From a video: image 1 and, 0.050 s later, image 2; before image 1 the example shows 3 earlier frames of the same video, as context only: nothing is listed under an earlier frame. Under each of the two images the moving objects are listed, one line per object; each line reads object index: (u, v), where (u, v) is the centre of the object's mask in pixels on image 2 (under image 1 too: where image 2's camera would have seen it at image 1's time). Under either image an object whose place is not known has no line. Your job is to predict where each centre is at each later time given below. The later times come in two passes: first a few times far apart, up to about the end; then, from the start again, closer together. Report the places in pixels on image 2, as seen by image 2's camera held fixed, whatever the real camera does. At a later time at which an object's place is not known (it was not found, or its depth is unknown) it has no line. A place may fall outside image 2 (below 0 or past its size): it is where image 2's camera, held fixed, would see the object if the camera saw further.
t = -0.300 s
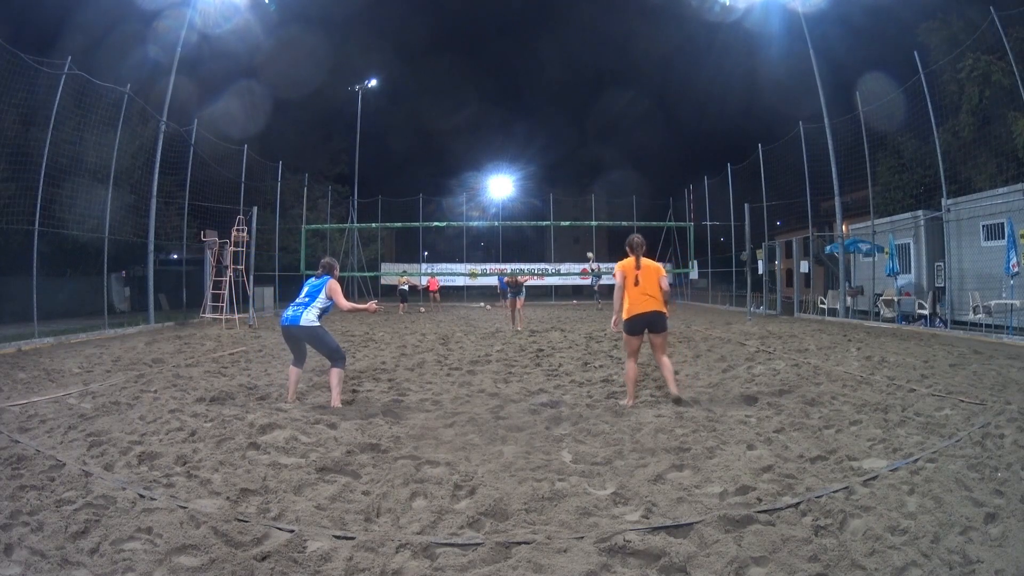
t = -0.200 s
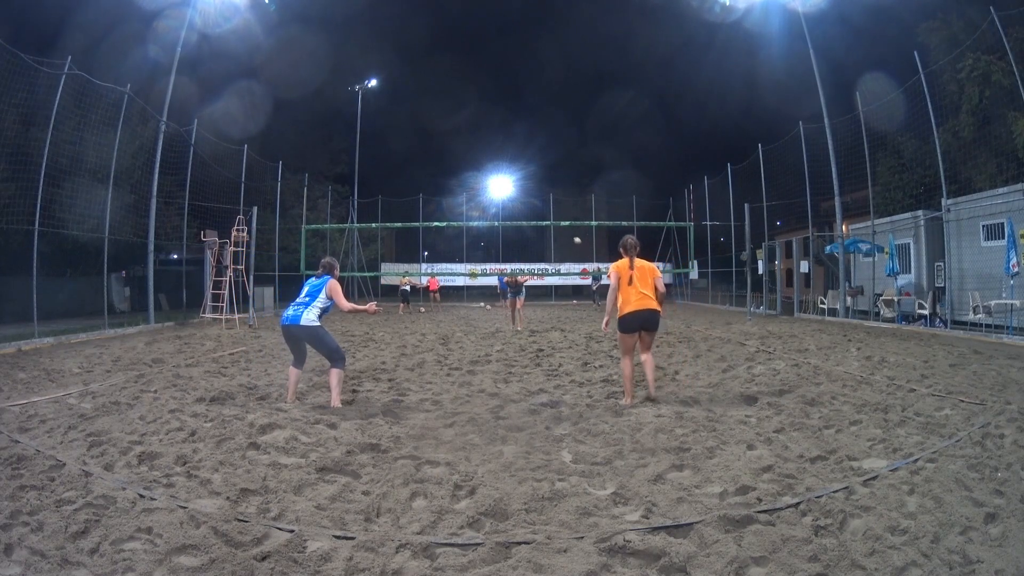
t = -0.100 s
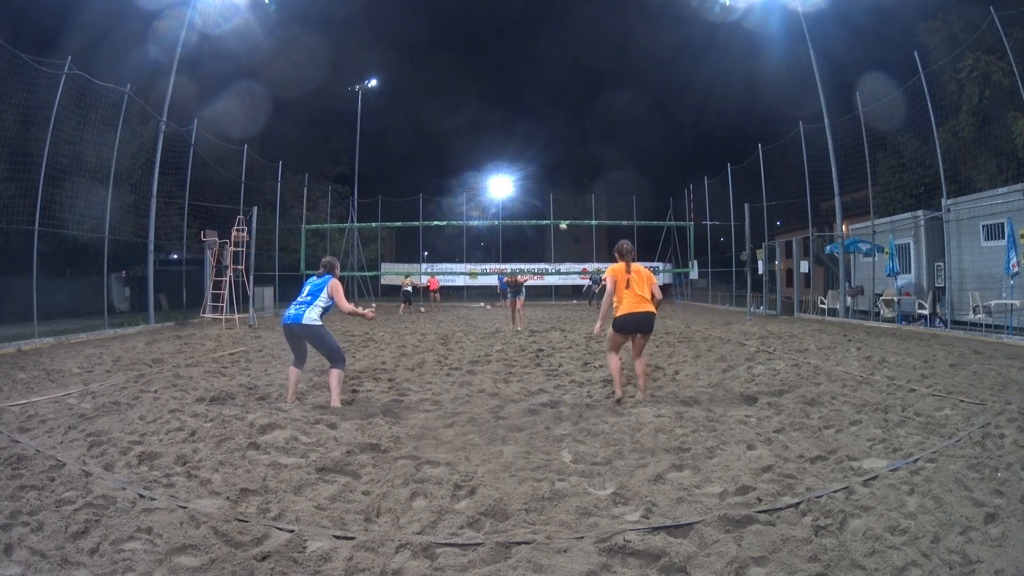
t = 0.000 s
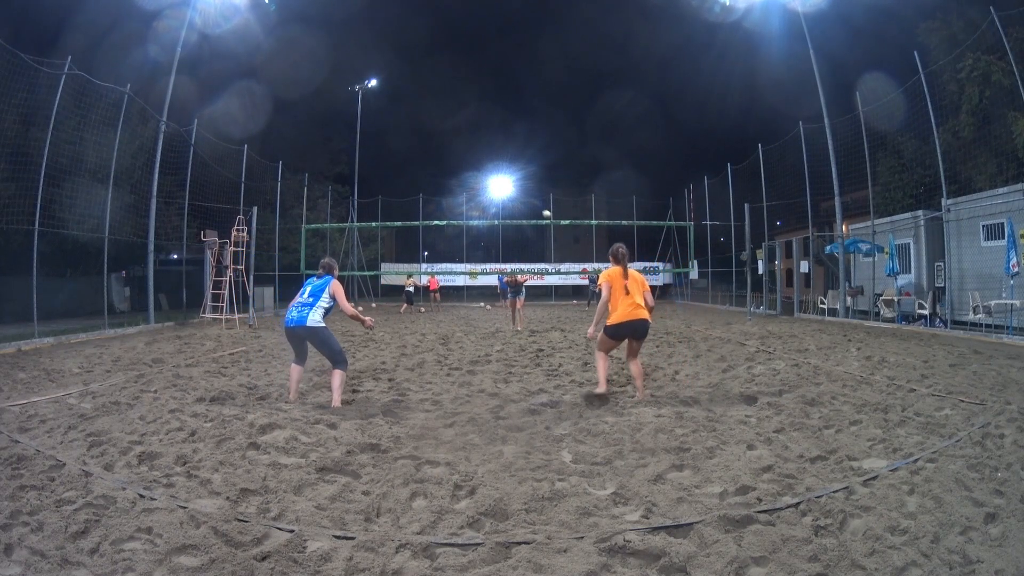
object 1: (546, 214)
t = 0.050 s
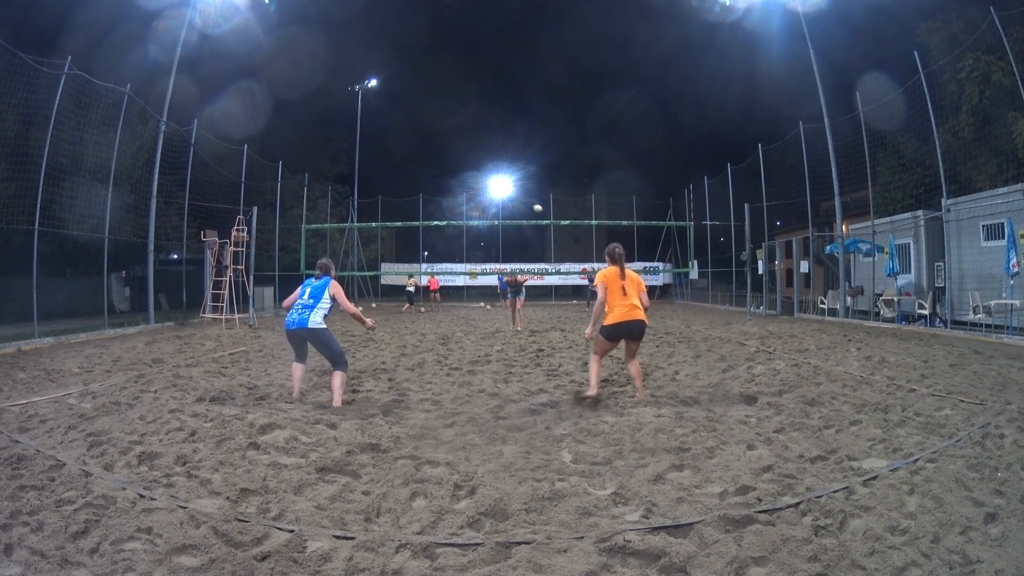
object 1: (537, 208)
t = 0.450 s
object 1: (441, 190)
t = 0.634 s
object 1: (379, 207)
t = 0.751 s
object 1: (333, 231)
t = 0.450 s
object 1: (441, 190)
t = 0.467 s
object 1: (436, 191)
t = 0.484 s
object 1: (431, 192)
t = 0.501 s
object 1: (426, 193)
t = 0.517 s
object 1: (420, 194)
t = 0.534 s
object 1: (414, 195)
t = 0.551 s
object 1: (409, 197)
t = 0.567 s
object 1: (403, 198)
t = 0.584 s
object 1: (397, 200)
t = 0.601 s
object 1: (391, 202)
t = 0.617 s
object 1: (385, 204)
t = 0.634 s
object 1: (379, 207)
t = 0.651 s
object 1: (373, 210)
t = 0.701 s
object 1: (353, 219)
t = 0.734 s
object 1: (340, 226)
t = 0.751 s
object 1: (333, 231)
